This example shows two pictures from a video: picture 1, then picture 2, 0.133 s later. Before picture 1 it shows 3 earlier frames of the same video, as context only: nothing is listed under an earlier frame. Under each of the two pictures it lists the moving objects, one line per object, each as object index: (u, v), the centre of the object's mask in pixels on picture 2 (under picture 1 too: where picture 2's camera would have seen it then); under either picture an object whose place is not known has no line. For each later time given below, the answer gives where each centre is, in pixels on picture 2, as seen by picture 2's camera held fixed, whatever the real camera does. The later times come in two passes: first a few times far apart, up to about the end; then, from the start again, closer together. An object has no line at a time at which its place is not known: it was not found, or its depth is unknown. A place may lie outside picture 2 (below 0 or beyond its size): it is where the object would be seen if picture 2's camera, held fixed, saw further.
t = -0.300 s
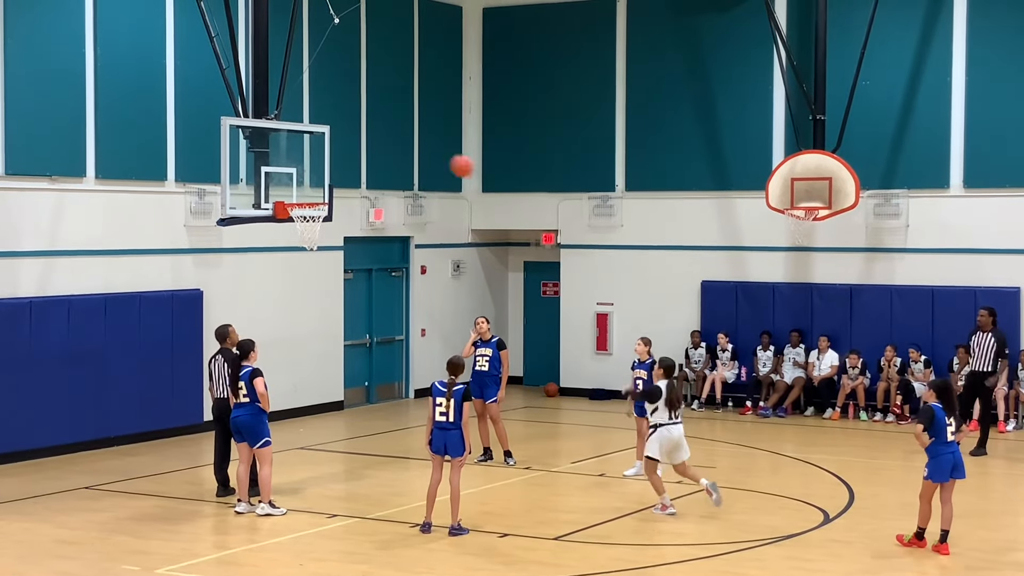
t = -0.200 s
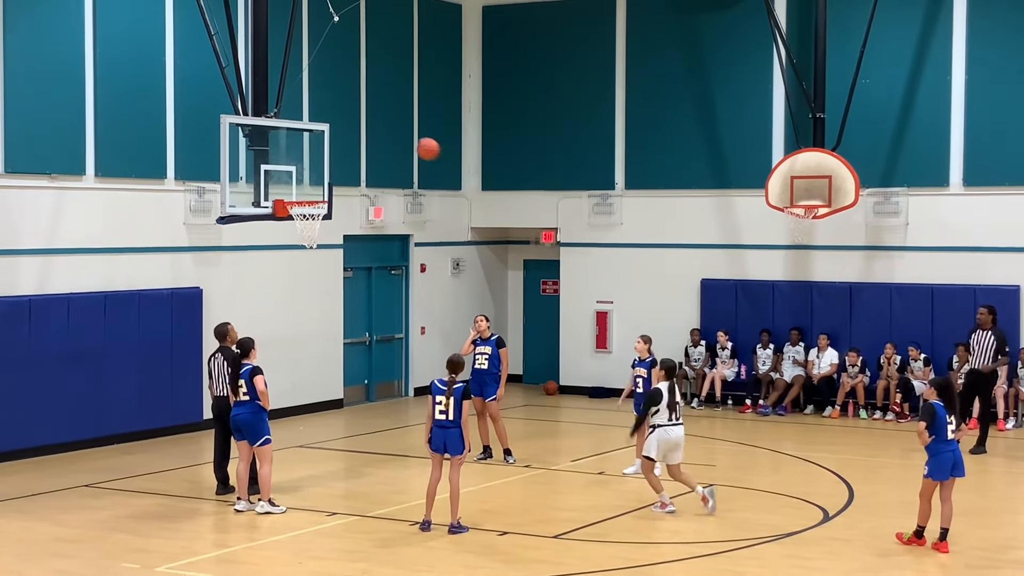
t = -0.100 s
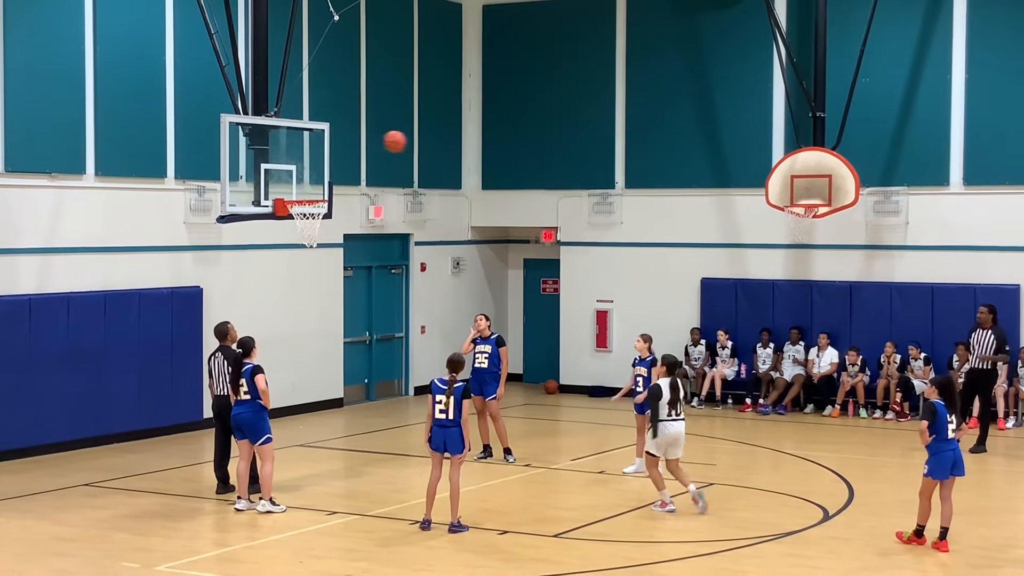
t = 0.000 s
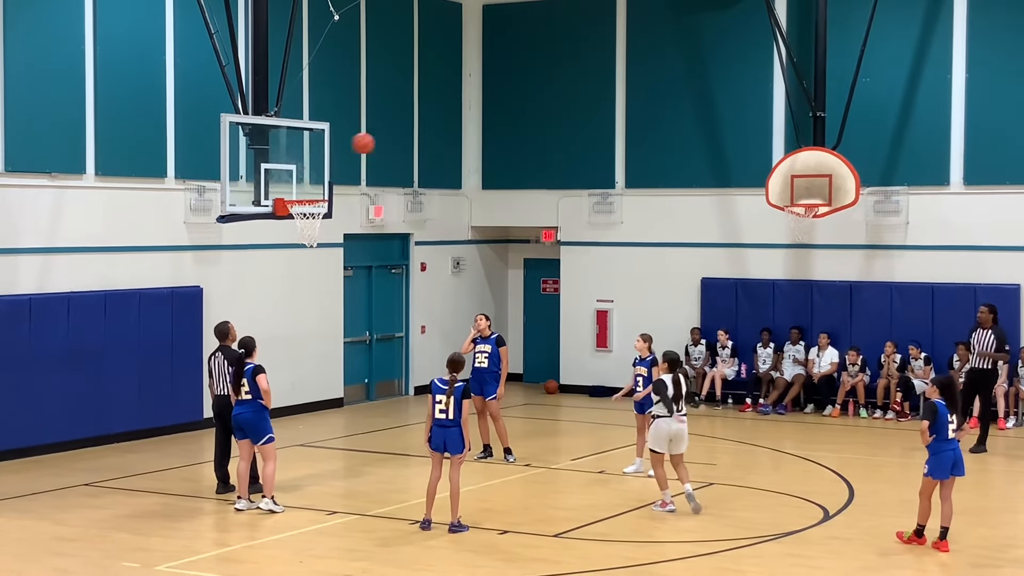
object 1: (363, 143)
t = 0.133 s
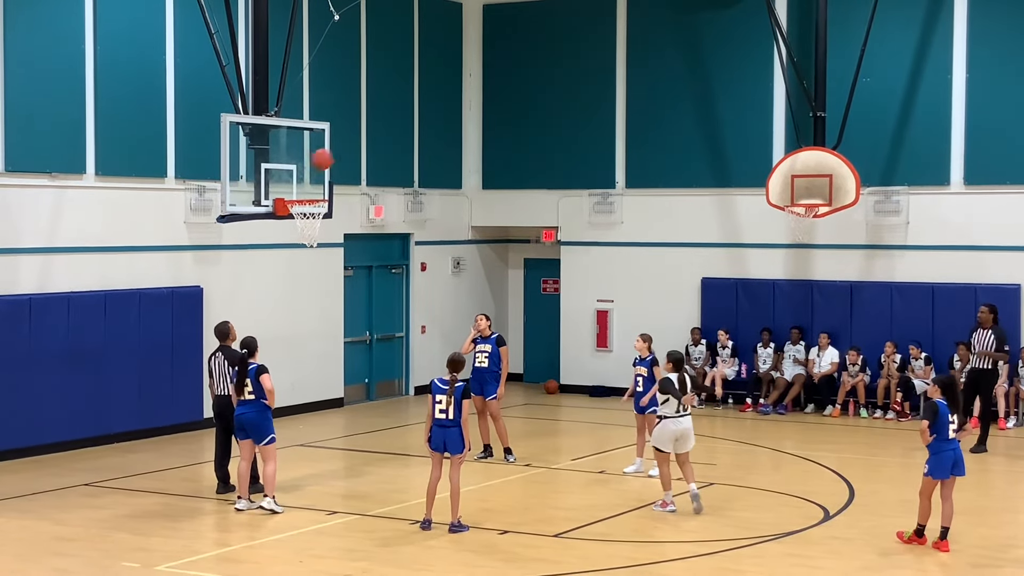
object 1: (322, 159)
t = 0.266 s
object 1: (297, 189)
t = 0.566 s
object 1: (285, 165)
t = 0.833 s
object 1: (252, 183)
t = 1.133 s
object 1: (261, 283)
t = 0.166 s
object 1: (313, 166)
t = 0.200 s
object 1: (303, 173)
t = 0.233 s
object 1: (293, 181)
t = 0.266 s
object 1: (297, 189)
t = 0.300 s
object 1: (305, 192)
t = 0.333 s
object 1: (313, 193)
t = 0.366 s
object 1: (317, 193)
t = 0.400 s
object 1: (311, 186)
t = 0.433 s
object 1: (306, 180)
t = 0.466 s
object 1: (301, 175)
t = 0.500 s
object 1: (296, 171)
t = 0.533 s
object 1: (290, 168)
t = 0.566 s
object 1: (285, 165)
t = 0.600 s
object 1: (279, 164)
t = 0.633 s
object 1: (274, 164)
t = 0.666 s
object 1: (268, 164)
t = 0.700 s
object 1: (263, 166)
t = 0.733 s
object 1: (258, 168)
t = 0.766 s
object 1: (252, 172)
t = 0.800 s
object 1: (251, 177)
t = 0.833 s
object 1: (252, 183)
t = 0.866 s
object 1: (253, 190)
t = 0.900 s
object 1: (254, 198)
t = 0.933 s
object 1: (255, 207)
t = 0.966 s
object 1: (256, 217)
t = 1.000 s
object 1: (257, 228)
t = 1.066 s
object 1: (259, 254)
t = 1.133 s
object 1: (261, 283)
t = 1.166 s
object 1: (262, 299)
